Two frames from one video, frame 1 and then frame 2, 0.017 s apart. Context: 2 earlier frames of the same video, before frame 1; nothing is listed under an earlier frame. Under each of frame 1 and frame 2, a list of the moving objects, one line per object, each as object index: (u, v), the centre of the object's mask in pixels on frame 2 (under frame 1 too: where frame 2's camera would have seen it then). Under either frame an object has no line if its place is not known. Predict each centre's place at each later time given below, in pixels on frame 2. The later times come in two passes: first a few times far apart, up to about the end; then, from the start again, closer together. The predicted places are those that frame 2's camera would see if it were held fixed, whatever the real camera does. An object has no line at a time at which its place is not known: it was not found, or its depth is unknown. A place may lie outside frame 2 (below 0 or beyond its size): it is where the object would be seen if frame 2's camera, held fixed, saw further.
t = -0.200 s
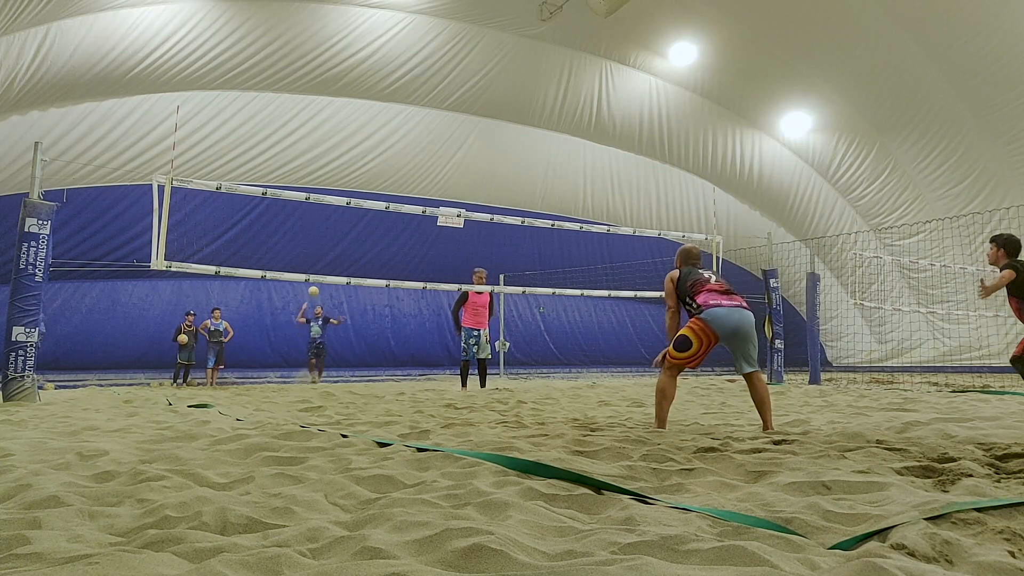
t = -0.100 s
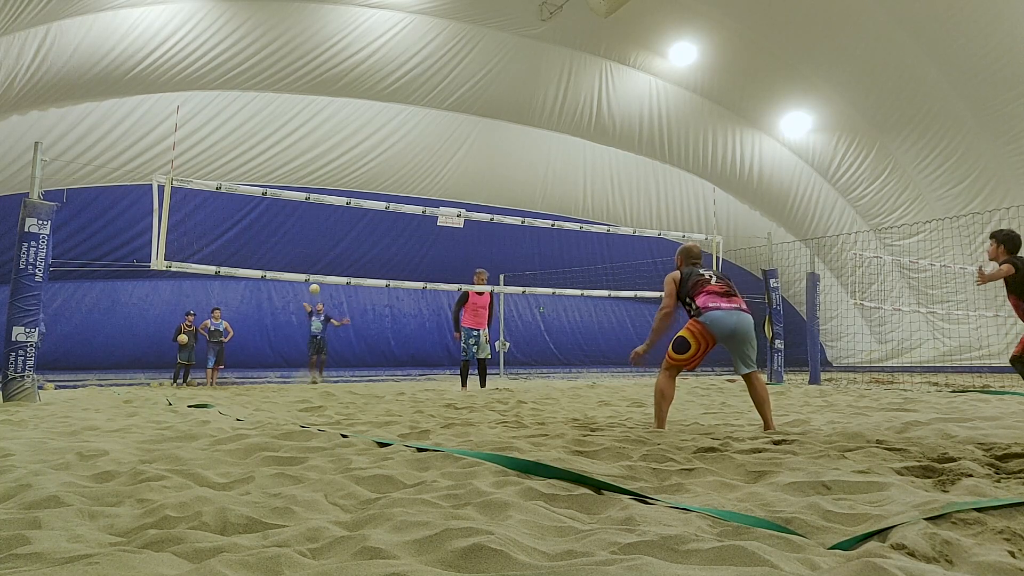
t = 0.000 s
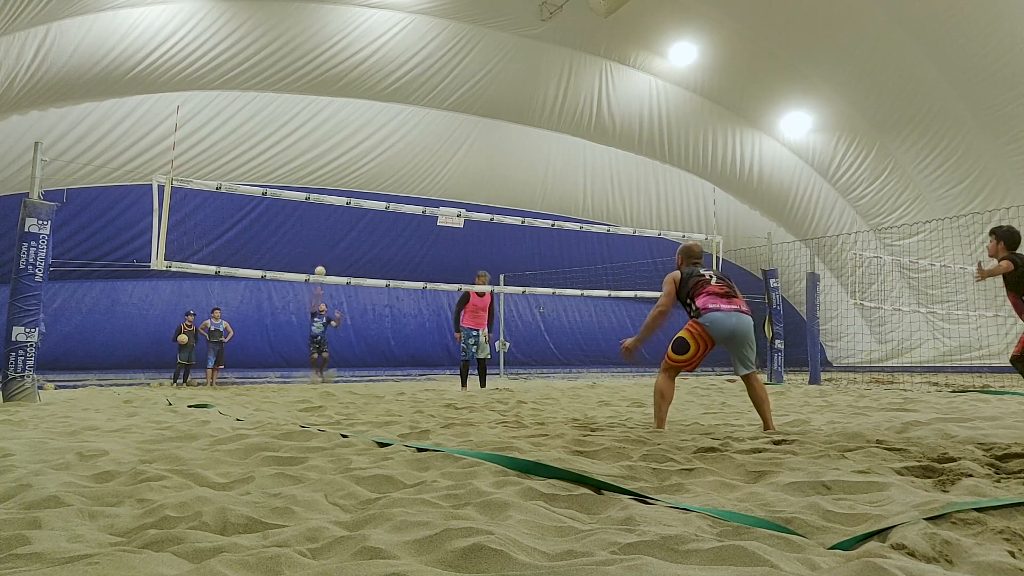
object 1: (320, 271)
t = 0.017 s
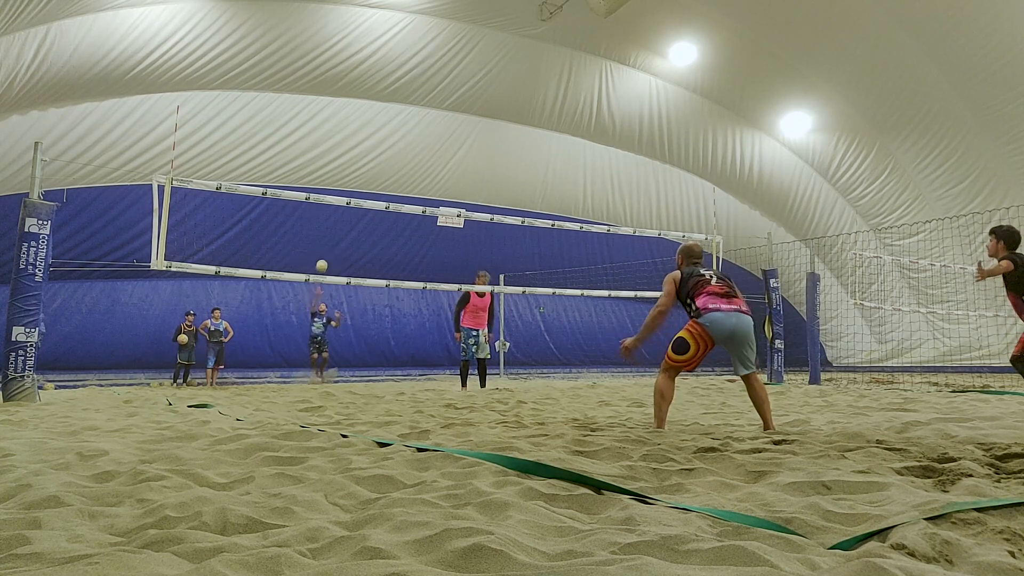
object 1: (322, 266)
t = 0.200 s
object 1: (341, 208)
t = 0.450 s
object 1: (371, 131)
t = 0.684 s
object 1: (408, 72)
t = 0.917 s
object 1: (455, 42)
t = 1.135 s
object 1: (514, 42)
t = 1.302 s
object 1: (578, 82)
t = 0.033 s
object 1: (323, 261)
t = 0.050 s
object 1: (325, 255)
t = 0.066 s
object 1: (327, 249)
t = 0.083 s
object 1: (328, 244)
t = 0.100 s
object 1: (330, 238)
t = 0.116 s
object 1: (332, 232)
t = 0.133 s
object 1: (334, 227)
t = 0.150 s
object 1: (336, 222)
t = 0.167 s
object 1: (338, 215)
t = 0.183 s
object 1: (339, 211)
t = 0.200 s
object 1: (341, 208)
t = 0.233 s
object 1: (345, 193)
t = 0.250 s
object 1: (347, 190)
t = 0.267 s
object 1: (349, 184)
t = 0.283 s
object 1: (351, 178)
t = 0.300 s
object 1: (353, 175)
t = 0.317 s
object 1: (355, 169)
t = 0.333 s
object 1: (357, 163)
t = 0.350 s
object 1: (359, 160)
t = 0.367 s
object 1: (361, 155)
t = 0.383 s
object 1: (363, 148)
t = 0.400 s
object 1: (365, 145)
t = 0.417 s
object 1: (367, 140)
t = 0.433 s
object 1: (369, 135)
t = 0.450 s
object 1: (371, 131)
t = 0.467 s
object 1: (373, 127)
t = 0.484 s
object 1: (376, 121)
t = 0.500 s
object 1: (378, 117)
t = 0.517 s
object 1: (380, 114)
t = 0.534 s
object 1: (382, 109)
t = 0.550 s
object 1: (386, 102)
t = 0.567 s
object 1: (389, 97)
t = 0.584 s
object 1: (392, 92)
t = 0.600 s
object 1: (394, 90)
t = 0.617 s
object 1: (397, 86)
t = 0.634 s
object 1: (400, 82)
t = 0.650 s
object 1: (402, 80)
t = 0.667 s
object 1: (405, 76)
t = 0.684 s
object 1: (408, 72)
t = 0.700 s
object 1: (410, 70)
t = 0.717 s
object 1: (413, 68)
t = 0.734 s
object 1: (417, 64)
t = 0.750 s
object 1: (420, 61)
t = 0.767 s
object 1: (422, 60)
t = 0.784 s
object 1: (426, 56)
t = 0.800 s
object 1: (430, 54)
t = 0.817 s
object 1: (433, 52)
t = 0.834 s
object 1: (437, 50)
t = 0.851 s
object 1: (441, 48)
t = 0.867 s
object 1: (443, 46)
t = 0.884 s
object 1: (448, 44)
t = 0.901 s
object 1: (452, 43)
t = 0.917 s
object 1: (455, 42)
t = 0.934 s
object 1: (459, 40)
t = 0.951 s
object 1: (464, 39)
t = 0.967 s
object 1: (467, 38)
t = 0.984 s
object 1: (472, 38)
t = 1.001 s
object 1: (477, 37)
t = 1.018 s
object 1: (480, 37)
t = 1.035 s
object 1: (485, 37)
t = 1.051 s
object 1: (491, 37)
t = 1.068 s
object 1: (494, 37)
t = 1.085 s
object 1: (499, 38)
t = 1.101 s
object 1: (505, 40)
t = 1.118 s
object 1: (509, 41)
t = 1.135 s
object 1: (514, 42)
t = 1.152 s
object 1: (521, 45)
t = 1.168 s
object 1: (525, 47)
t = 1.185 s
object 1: (531, 49)
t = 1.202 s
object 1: (538, 53)
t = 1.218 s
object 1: (542, 56)
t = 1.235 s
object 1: (549, 60)
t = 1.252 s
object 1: (557, 65)
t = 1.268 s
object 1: (561, 69)
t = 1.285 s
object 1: (569, 75)
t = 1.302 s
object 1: (578, 82)
